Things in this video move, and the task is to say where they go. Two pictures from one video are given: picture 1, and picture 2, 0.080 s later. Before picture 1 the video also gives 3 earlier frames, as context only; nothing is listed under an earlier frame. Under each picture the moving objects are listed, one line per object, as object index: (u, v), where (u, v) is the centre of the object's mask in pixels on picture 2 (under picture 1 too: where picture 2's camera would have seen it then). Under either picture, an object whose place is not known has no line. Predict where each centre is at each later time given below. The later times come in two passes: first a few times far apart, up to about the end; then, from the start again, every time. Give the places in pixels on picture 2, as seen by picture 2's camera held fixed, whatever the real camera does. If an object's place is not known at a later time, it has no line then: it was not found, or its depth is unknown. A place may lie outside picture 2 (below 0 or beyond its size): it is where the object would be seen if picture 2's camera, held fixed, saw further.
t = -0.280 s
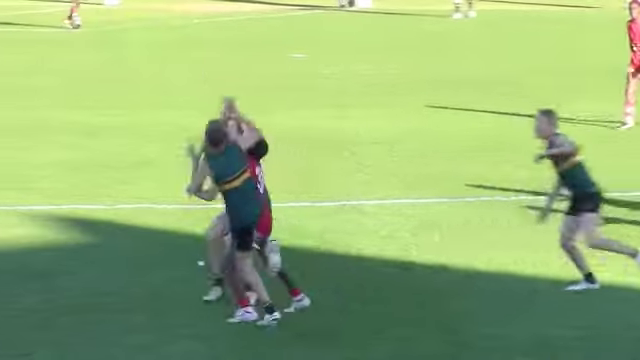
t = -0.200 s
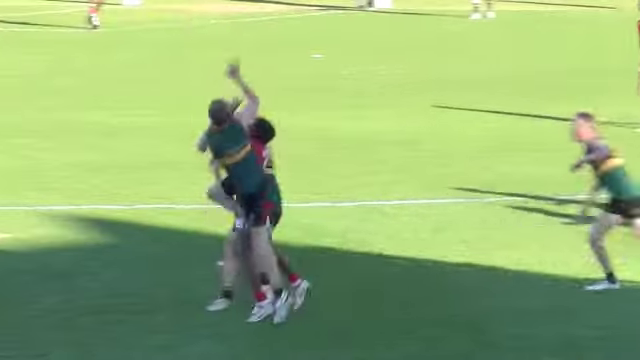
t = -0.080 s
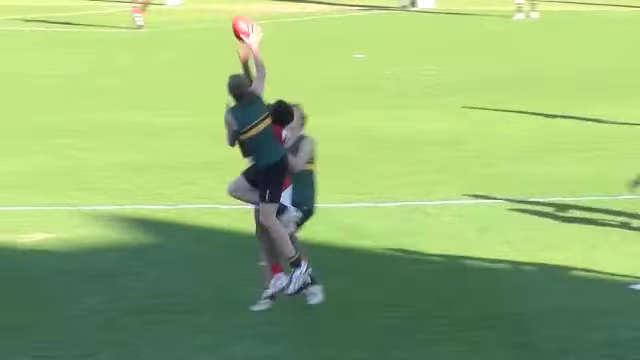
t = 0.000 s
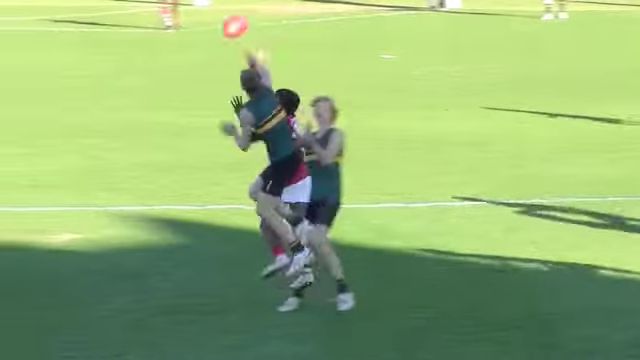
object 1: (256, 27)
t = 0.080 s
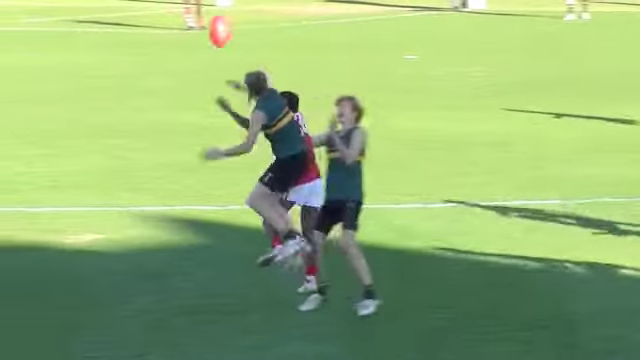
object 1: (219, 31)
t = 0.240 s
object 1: (148, 59)
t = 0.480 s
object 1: (50, 150)
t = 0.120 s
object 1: (203, 34)
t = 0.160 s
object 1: (184, 41)
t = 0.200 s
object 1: (166, 49)
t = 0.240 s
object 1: (148, 59)
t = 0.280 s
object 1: (132, 69)
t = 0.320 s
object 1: (114, 82)
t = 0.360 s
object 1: (97, 98)
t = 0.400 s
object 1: (82, 115)
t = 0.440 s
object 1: (66, 132)
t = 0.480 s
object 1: (50, 150)
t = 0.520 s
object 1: (33, 170)
